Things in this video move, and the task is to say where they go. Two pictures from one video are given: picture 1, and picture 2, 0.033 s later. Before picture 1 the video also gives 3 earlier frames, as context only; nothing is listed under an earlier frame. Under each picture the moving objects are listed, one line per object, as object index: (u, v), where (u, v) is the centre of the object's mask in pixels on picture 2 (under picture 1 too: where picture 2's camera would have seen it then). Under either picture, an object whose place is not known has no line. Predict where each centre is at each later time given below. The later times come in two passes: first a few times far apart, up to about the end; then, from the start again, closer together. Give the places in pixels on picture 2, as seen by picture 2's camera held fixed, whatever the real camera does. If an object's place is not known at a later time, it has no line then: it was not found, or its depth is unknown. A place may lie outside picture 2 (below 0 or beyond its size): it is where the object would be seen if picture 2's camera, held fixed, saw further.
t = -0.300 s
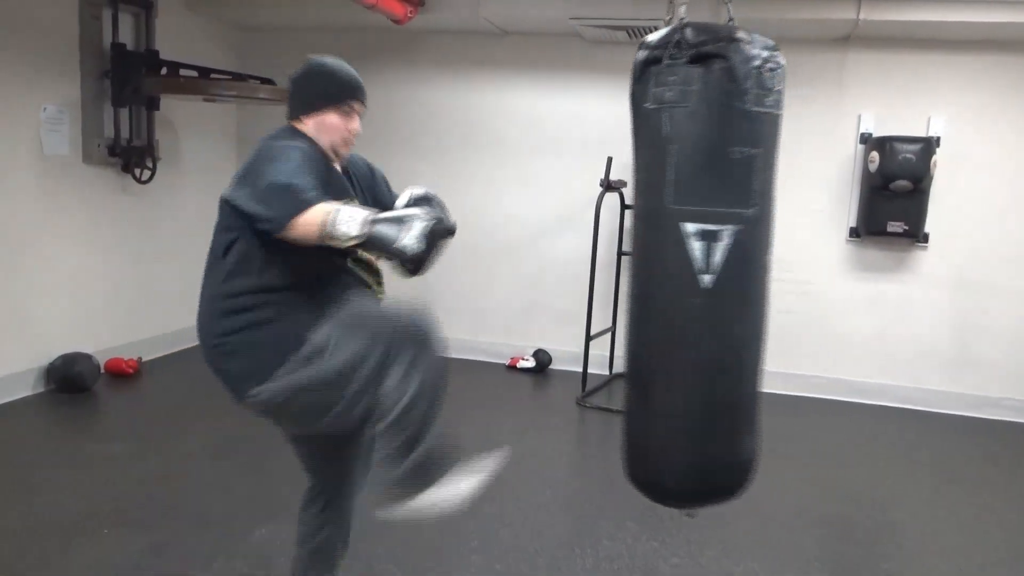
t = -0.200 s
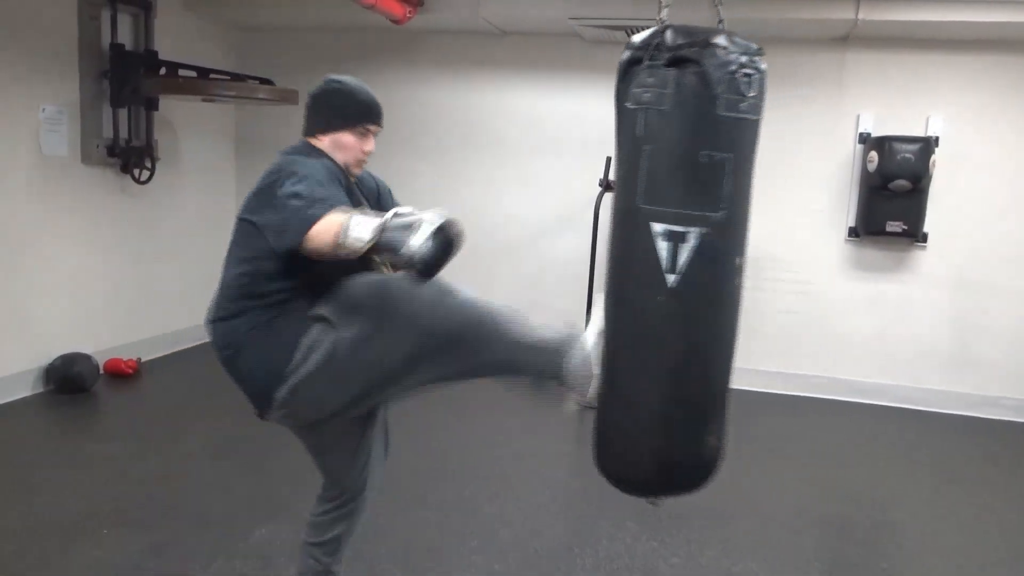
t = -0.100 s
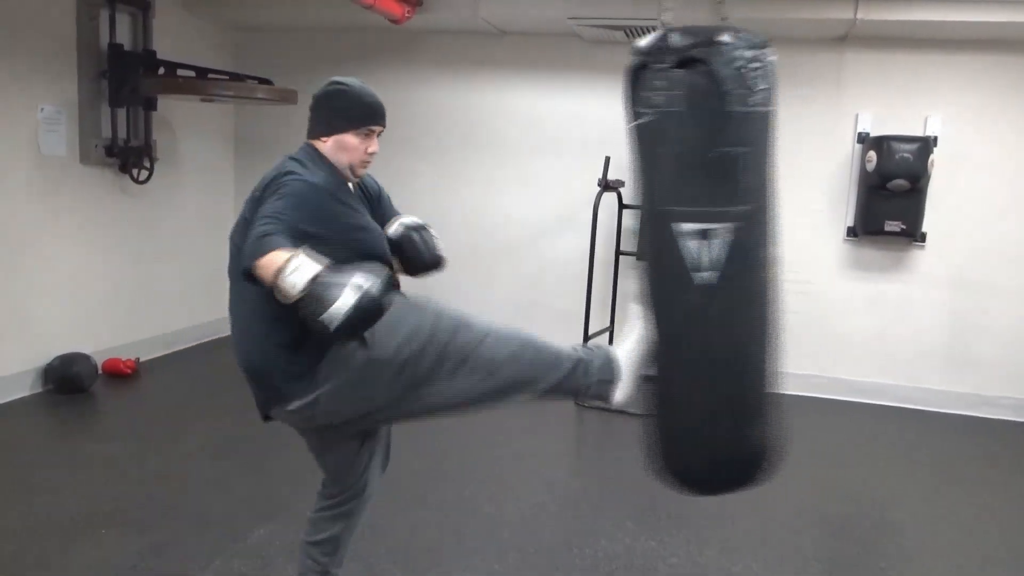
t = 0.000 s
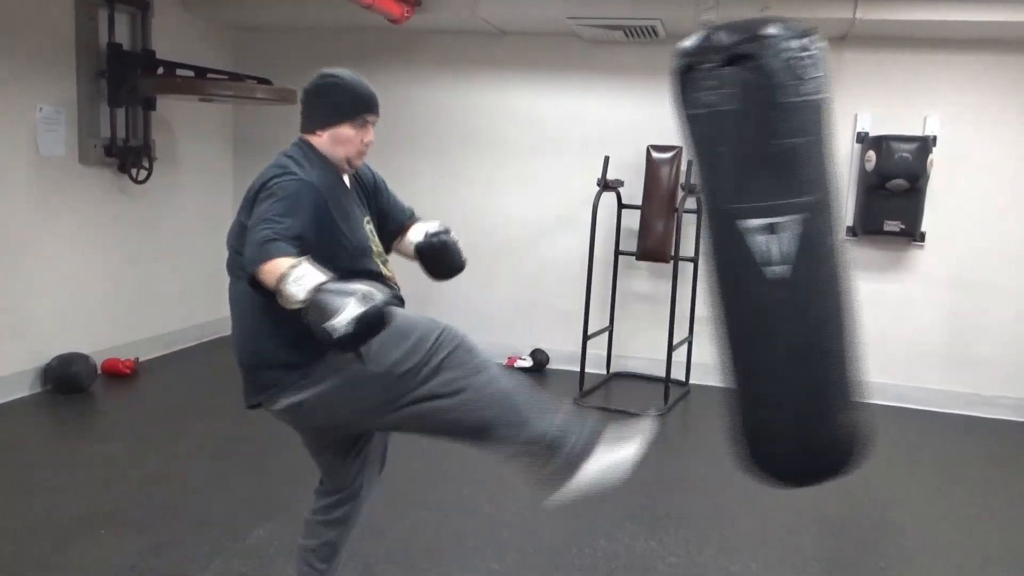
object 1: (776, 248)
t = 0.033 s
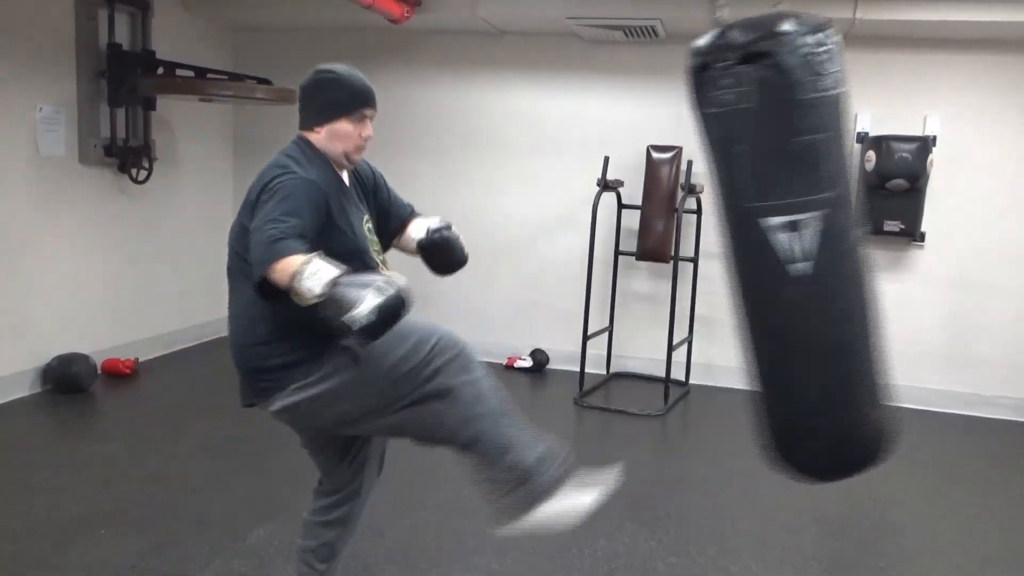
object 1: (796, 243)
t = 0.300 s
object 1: (901, 202)
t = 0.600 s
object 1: (905, 216)
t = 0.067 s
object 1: (813, 237)
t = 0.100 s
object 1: (830, 231)
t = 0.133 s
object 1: (847, 226)
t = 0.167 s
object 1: (861, 221)
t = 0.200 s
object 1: (874, 218)
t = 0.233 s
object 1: (884, 214)
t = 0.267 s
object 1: (895, 207)
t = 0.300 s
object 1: (901, 202)
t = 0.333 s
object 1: (911, 198)
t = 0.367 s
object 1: (915, 196)
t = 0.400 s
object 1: (917, 194)
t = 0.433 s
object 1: (918, 195)
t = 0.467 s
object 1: (918, 196)
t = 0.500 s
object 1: (916, 199)
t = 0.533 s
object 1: (916, 203)
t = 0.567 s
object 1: (911, 210)
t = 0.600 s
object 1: (905, 216)
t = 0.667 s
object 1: (883, 225)
